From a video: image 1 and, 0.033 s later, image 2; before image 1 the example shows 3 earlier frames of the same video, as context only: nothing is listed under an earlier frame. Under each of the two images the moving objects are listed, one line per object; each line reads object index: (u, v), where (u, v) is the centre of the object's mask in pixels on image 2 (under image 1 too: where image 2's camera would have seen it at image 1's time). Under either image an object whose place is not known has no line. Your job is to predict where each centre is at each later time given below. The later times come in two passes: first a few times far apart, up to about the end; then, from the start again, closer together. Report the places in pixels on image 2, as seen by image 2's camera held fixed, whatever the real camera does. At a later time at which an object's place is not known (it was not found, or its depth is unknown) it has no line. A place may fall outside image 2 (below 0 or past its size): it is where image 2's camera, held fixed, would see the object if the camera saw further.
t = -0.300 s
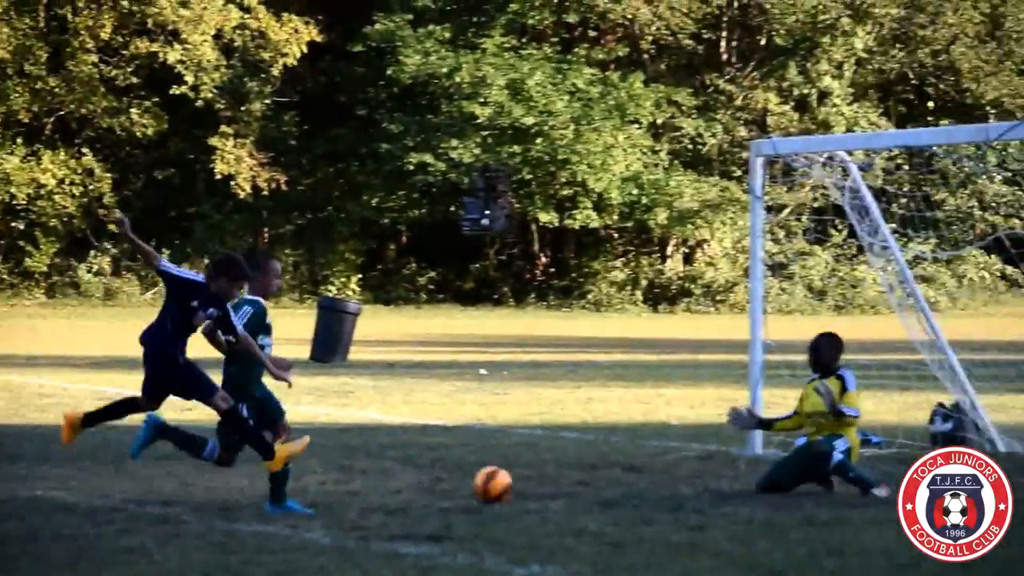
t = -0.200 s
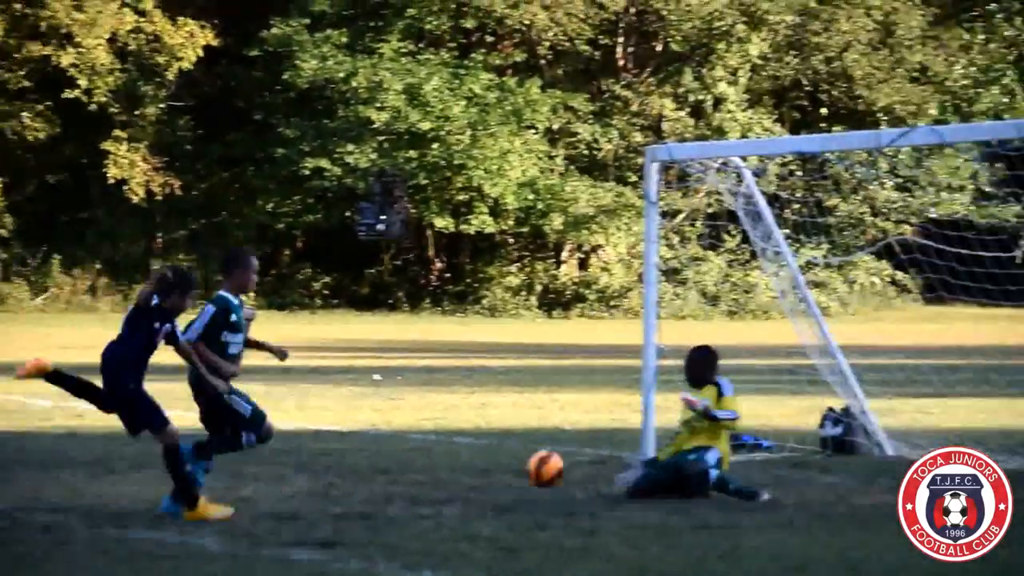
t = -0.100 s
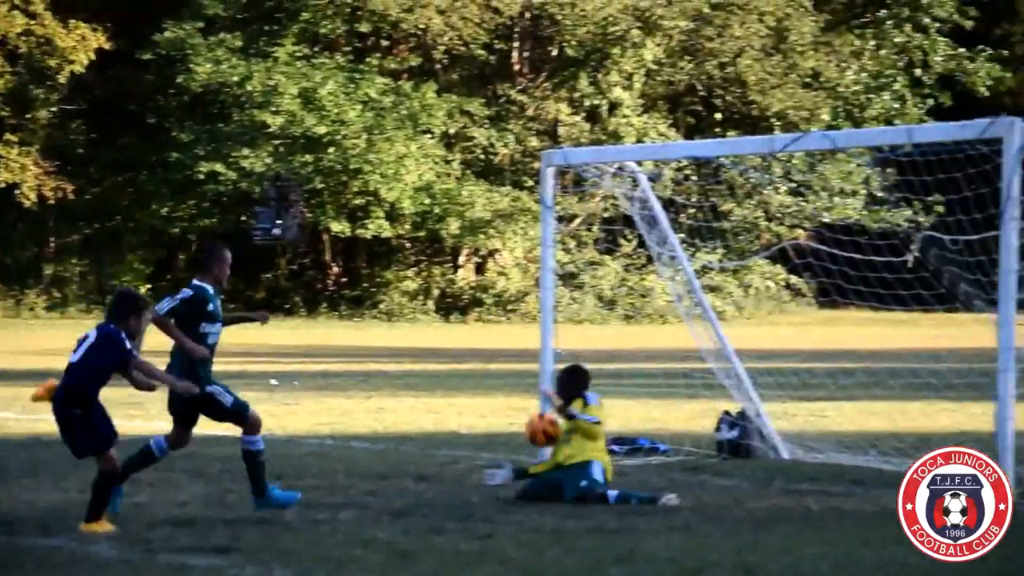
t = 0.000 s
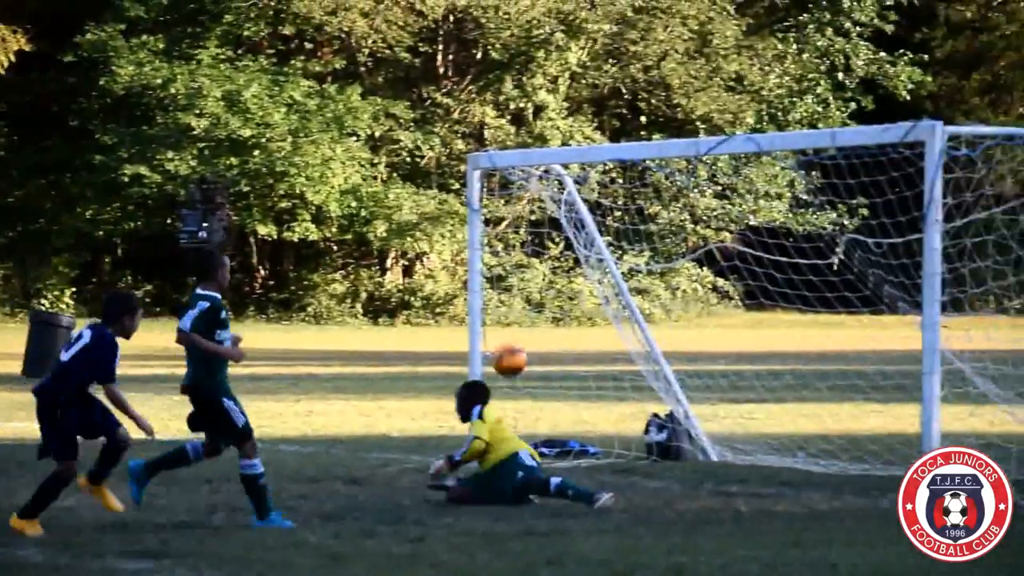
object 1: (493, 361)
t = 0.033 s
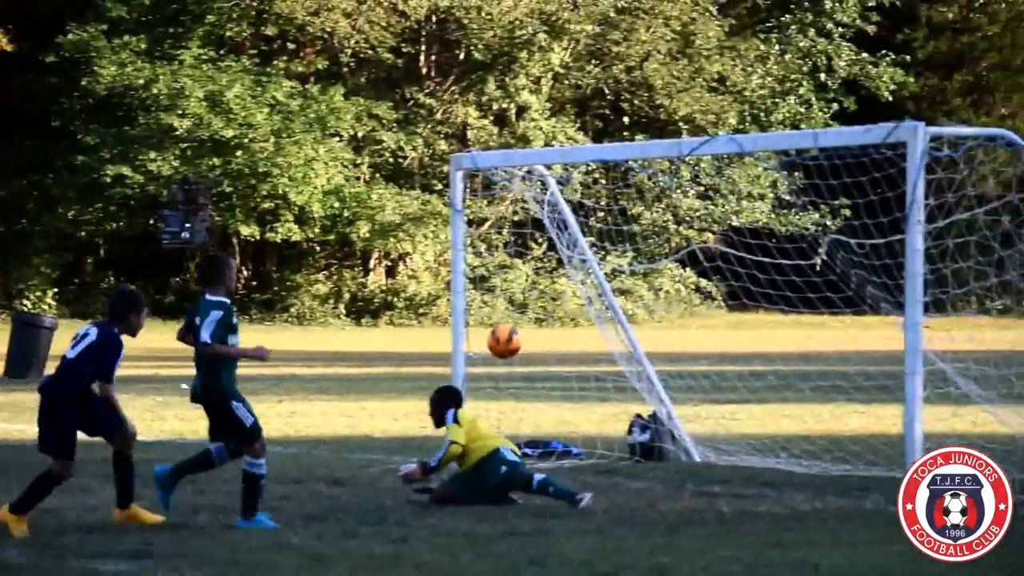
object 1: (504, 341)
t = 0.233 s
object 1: (567, 272)
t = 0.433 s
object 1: (624, 279)
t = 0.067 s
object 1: (514, 324)
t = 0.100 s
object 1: (526, 309)
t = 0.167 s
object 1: (547, 287)
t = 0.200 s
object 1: (557, 279)
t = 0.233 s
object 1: (567, 272)
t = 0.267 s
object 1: (576, 270)
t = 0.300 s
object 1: (587, 267)
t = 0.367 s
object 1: (606, 269)
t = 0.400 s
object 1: (616, 274)
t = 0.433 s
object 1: (624, 279)
